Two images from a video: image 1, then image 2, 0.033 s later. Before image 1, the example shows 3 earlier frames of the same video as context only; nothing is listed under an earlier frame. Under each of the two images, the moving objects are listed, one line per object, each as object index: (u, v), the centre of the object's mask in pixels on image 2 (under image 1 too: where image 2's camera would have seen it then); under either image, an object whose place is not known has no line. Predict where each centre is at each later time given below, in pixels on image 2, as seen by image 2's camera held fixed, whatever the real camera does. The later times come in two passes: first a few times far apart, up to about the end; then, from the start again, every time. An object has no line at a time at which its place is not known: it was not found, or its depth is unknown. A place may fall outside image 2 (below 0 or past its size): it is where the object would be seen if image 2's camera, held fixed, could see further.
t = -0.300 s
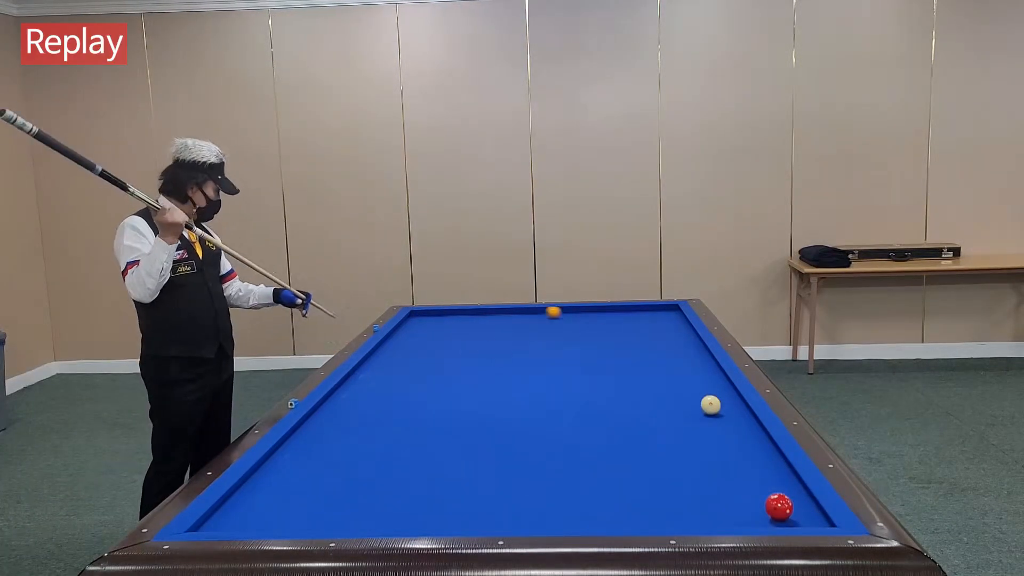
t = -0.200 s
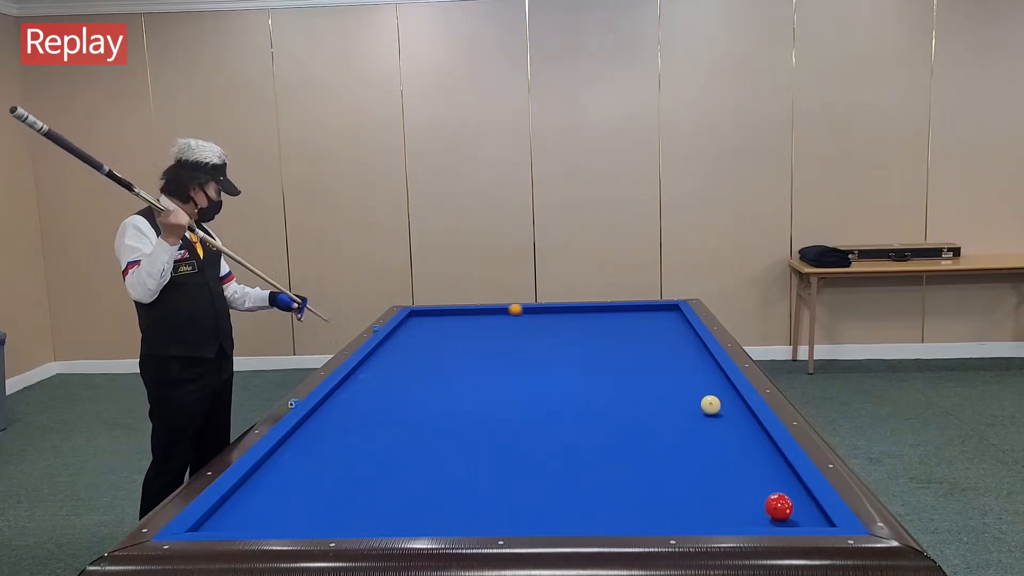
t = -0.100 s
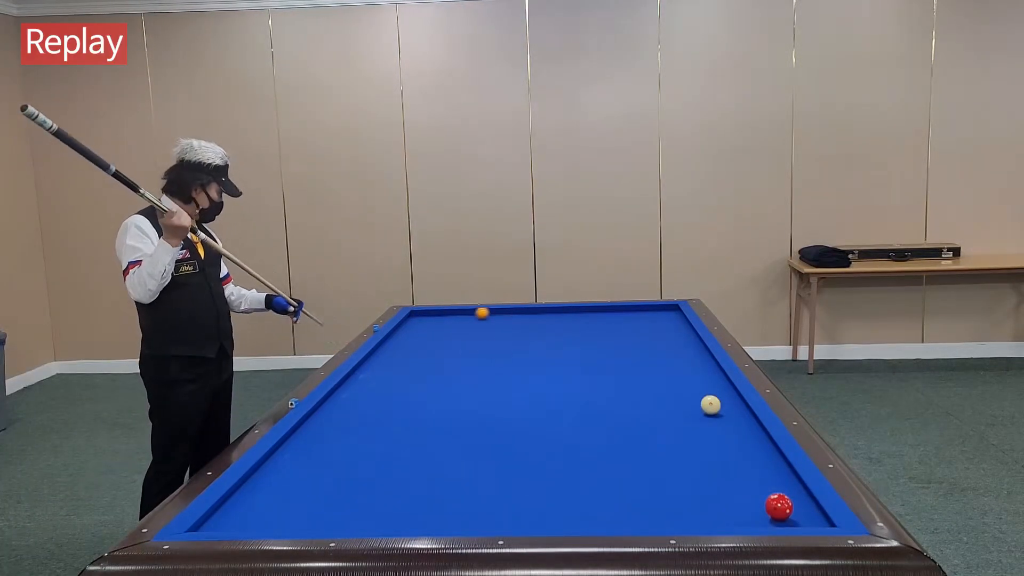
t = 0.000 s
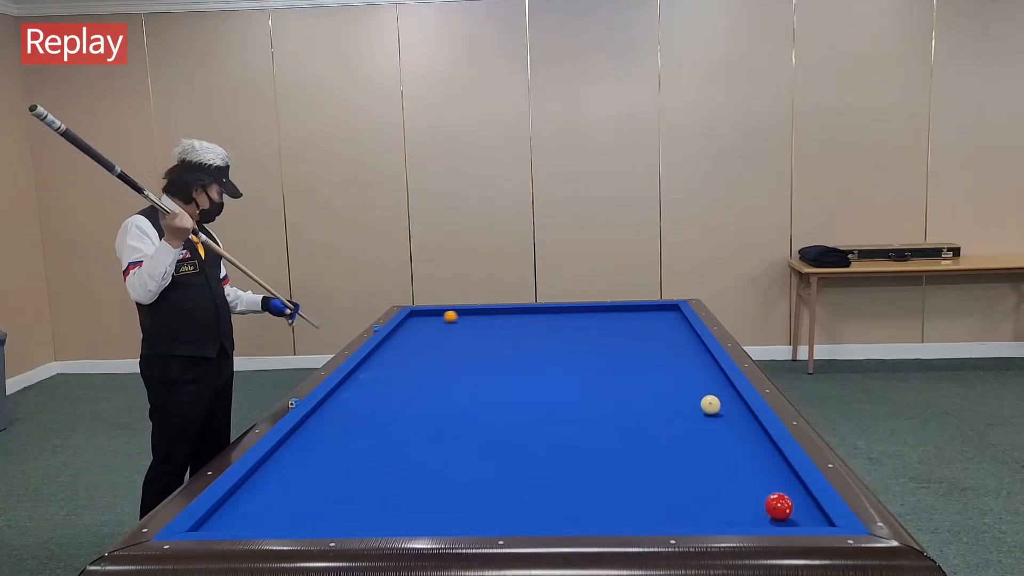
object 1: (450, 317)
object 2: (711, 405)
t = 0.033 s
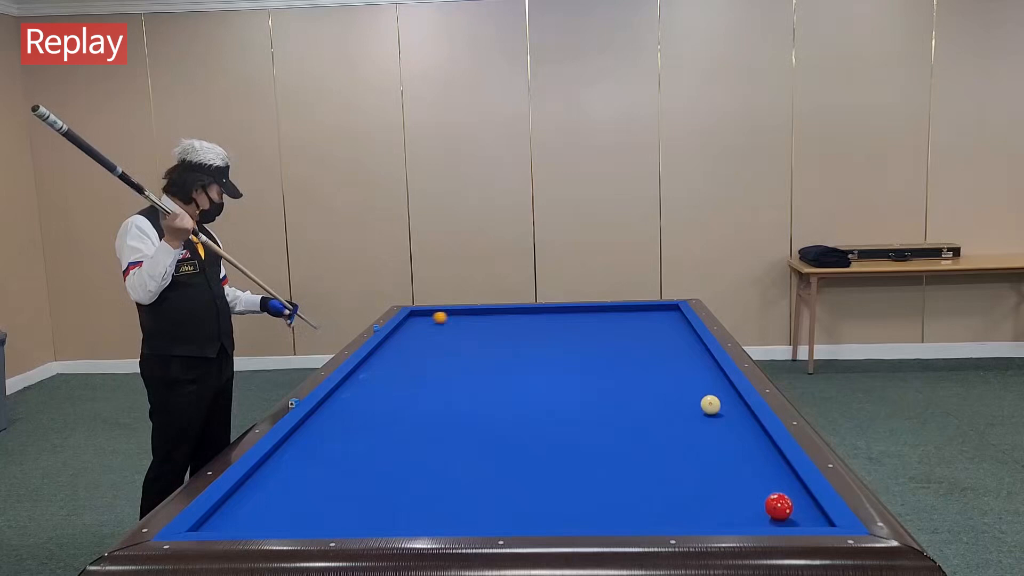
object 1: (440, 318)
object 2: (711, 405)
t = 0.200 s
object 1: (416, 323)
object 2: (710, 405)
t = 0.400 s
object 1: (448, 330)
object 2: (710, 405)
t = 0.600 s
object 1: (476, 336)
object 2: (710, 405)
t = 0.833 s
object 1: (511, 345)
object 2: (711, 405)
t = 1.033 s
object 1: (544, 353)
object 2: (711, 405)
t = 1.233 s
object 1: (579, 362)
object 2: (711, 405)
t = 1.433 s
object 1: (618, 372)
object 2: (710, 405)
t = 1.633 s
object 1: (660, 382)
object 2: (710, 405)
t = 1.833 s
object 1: (706, 391)
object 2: (711, 405)
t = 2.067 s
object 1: (732, 407)
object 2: (700, 406)
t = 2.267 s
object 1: (744, 415)
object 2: (675, 409)
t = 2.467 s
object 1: (746, 423)
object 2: (650, 412)
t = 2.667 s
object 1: (748, 431)
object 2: (626, 414)
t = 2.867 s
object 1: (750, 439)
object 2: (602, 416)
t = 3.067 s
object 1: (752, 447)
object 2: (579, 418)
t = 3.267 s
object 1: (754, 456)
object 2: (556, 420)
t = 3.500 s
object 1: (756, 466)
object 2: (529, 422)
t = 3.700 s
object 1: (758, 475)
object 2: (507, 424)
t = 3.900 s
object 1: (760, 484)
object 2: (485, 427)
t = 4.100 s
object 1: (761, 493)
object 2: (464, 429)
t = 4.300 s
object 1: (758, 499)
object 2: (443, 430)
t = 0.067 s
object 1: (430, 319)
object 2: (710, 405)
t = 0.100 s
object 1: (419, 320)
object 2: (710, 405)
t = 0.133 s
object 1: (410, 321)
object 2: (710, 405)
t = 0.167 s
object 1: (409, 322)
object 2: (710, 405)
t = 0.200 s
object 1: (416, 323)
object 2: (710, 405)
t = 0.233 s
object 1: (422, 324)
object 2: (710, 405)
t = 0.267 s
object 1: (428, 325)
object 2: (710, 405)
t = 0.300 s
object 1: (433, 326)
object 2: (710, 405)
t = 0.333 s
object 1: (439, 327)
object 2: (710, 405)
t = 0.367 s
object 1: (444, 329)
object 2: (710, 405)
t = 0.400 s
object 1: (448, 330)
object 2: (710, 405)
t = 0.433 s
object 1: (453, 331)
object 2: (710, 405)
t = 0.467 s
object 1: (457, 332)
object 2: (710, 405)
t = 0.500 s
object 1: (462, 333)
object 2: (710, 405)
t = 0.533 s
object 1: (467, 334)
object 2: (710, 405)
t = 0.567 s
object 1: (471, 335)
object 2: (710, 405)
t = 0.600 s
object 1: (476, 336)
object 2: (710, 405)
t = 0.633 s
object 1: (481, 337)
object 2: (710, 405)
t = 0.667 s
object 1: (486, 339)
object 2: (710, 405)
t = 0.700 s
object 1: (491, 340)
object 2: (711, 405)
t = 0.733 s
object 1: (495, 341)
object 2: (711, 405)
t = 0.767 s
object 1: (501, 342)
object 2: (711, 405)
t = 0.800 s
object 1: (506, 344)
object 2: (710, 405)
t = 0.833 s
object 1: (511, 345)
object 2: (711, 405)
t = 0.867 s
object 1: (516, 346)
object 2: (711, 405)
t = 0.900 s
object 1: (521, 348)
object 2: (710, 405)
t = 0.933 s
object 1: (527, 349)
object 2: (711, 405)
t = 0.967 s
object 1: (533, 350)
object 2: (711, 405)
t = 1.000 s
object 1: (538, 352)
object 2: (711, 405)
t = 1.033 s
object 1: (544, 353)
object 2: (711, 405)
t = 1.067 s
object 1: (549, 355)
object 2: (711, 405)
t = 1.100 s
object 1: (555, 356)
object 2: (711, 405)
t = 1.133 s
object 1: (561, 357)
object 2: (711, 405)
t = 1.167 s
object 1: (567, 359)
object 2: (710, 405)
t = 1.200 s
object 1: (573, 361)
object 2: (710, 405)
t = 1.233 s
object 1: (579, 362)
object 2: (711, 405)
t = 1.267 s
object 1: (586, 364)
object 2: (711, 405)
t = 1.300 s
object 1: (592, 365)
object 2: (711, 405)
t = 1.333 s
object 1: (598, 367)
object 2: (711, 405)
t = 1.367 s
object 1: (605, 368)
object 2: (711, 405)
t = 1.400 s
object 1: (611, 370)
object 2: (710, 405)
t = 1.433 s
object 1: (618, 372)
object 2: (710, 405)
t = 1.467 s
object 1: (625, 373)
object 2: (711, 405)
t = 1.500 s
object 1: (632, 375)
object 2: (711, 405)
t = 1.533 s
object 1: (639, 377)
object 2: (711, 405)
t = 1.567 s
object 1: (646, 379)
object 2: (711, 405)
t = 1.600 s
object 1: (653, 380)
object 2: (710, 405)
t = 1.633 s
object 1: (660, 382)
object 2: (710, 405)
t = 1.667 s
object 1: (668, 384)
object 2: (710, 405)
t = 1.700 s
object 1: (676, 386)
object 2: (710, 405)
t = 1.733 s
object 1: (683, 388)
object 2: (711, 406)
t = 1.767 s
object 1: (691, 390)
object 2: (710, 406)
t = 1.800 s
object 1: (698, 392)
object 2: (711, 405)
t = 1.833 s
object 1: (706, 391)
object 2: (711, 405)
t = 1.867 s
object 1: (718, 394)
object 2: (711, 406)
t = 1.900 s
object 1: (725, 398)
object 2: (711, 405)
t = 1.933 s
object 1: (733, 401)
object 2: (710, 405)
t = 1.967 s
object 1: (734, 402)
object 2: (710, 405)
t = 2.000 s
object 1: (730, 404)
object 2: (710, 405)
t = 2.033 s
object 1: (730, 405)
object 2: (705, 406)
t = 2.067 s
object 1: (732, 407)
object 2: (700, 406)
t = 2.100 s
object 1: (734, 408)
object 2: (696, 407)
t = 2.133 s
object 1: (736, 410)
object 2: (691, 407)
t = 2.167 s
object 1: (738, 411)
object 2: (687, 408)
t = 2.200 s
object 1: (740, 412)
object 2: (683, 408)
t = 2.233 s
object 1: (742, 413)
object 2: (679, 409)
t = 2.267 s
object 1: (744, 415)
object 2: (675, 409)
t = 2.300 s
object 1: (745, 416)
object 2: (671, 409)
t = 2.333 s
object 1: (745, 417)
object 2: (667, 410)
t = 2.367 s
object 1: (745, 419)
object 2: (662, 410)
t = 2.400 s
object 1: (746, 420)
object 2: (658, 411)
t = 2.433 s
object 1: (746, 421)
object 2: (654, 411)
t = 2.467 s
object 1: (746, 423)
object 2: (650, 412)
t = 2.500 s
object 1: (747, 424)
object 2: (646, 412)
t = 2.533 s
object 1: (747, 425)
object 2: (642, 412)
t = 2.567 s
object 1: (747, 427)
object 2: (638, 413)
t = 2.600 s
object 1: (747, 428)
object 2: (634, 413)
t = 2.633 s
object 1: (748, 429)
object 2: (630, 413)
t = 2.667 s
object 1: (748, 431)
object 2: (626, 414)
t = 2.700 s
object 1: (748, 432)
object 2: (622, 414)
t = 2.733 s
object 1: (749, 433)
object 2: (618, 415)
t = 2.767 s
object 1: (749, 435)
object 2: (614, 415)
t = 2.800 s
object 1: (749, 436)
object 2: (610, 415)
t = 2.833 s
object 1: (750, 437)
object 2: (606, 416)
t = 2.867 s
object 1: (750, 439)
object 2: (602, 416)
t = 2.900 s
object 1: (750, 440)
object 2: (598, 417)
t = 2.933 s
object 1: (750, 442)
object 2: (594, 417)
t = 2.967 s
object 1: (751, 443)
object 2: (590, 417)
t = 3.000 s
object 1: (751, 444)
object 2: (587, 418)
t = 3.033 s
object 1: (752, 446)
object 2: (583, 418)
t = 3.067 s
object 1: (752, 447)
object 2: (579, 418)
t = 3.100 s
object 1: (752, 449)
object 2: (575, 419)
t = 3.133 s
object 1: (752, 450)
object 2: (571, 419)
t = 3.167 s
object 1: (753, 452)
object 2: (567, 419)
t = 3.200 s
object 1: (753, 453)
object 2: (563, 420)
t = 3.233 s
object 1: (754, 454)
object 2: (560, 420)
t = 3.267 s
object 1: (754, 456)
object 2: (556, 420)
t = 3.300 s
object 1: (754, 457)
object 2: (552, 420)
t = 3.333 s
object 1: (754, 459)
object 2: (548, 421)
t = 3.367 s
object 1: (755, 460)
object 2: (544, 421)
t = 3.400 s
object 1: (755, 461)
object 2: (541, 422)
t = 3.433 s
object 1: (755, 463)
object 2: (537, 422)
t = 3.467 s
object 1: (756, 465)
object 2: (533, 422)
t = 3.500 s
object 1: (756, 466)
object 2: (529, 422)
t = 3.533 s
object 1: (756, 468)
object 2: (526, 423)
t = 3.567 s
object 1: (757, 469)
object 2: (522, 423)
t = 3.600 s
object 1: (757, 471)
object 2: (518, 424)
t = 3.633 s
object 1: (758, 472)
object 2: (514, 424)
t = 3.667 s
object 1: (758, 474)
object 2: (511, 424)
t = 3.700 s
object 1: (758, 475)
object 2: (507, 424)
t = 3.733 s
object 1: (759, 477)
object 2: (503, 425)
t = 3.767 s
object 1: (759, 478)
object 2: (500, 425)
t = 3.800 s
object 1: (759, 480)
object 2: (496, 426)
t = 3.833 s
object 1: (760, 481)
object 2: (492, 426)
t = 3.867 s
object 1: (760, 483)
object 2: (489, 426)
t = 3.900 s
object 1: (760, 484)
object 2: (485, 427)
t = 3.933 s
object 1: (760, 486)
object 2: (482, 427)
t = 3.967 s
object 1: (760, 487)
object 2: (478, 427)
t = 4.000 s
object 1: (760, 488)
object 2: (474, 428)
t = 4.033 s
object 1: (761, 490)
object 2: (471, 428)
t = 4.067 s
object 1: (761, 491)
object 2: (467, 428)
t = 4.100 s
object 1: (761, 493)
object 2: (464, 429)
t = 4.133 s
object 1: (761, 494)
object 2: (460, 429)
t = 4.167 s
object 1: (761, 495)
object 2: (457, 429)
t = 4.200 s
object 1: (760, 496)
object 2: (453, 430)
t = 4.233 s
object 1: (760, 497)
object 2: (450, 430)
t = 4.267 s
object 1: (759, 498)
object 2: (446, 430)
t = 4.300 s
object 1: (758, 499)
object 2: (443, 430)
